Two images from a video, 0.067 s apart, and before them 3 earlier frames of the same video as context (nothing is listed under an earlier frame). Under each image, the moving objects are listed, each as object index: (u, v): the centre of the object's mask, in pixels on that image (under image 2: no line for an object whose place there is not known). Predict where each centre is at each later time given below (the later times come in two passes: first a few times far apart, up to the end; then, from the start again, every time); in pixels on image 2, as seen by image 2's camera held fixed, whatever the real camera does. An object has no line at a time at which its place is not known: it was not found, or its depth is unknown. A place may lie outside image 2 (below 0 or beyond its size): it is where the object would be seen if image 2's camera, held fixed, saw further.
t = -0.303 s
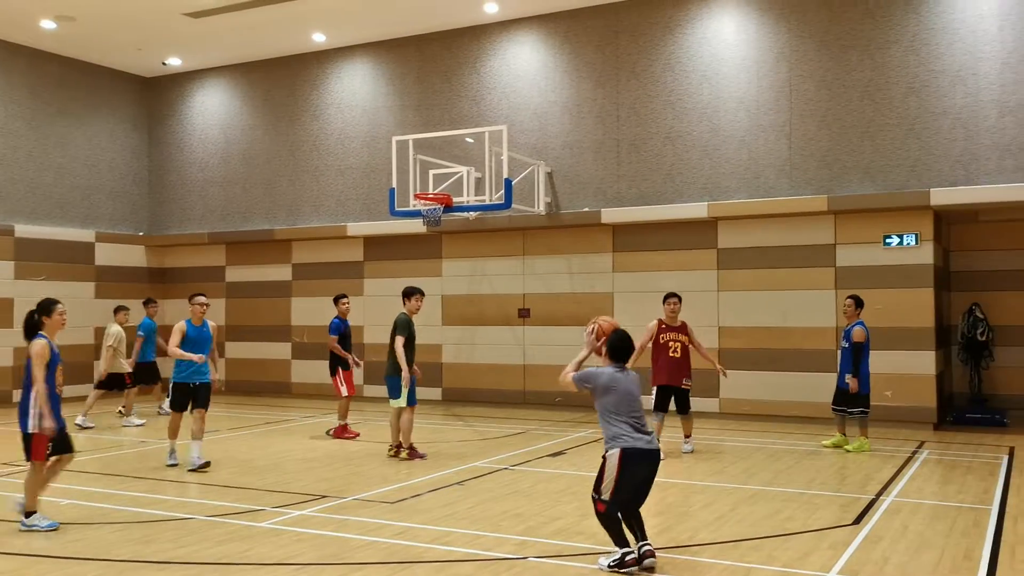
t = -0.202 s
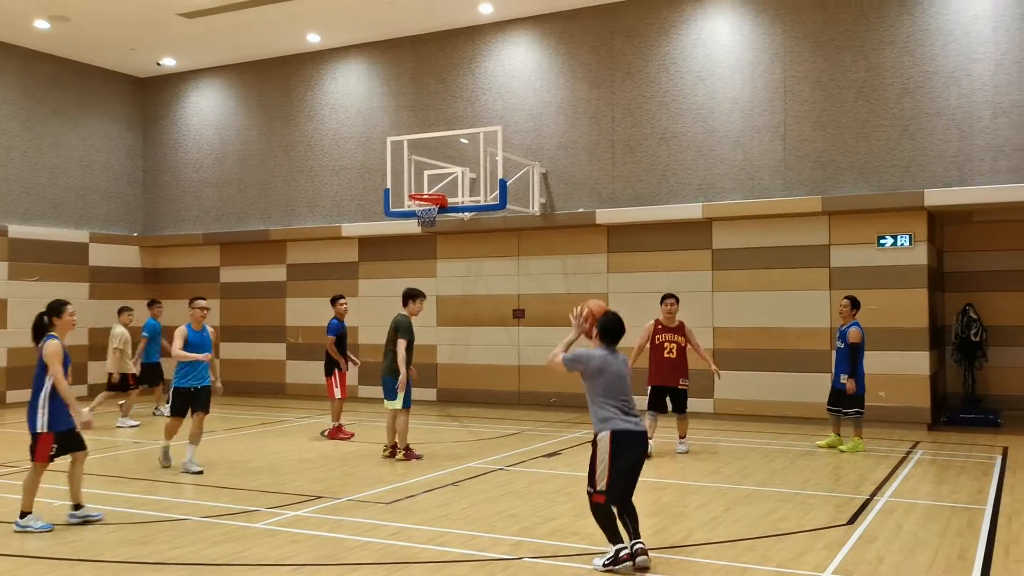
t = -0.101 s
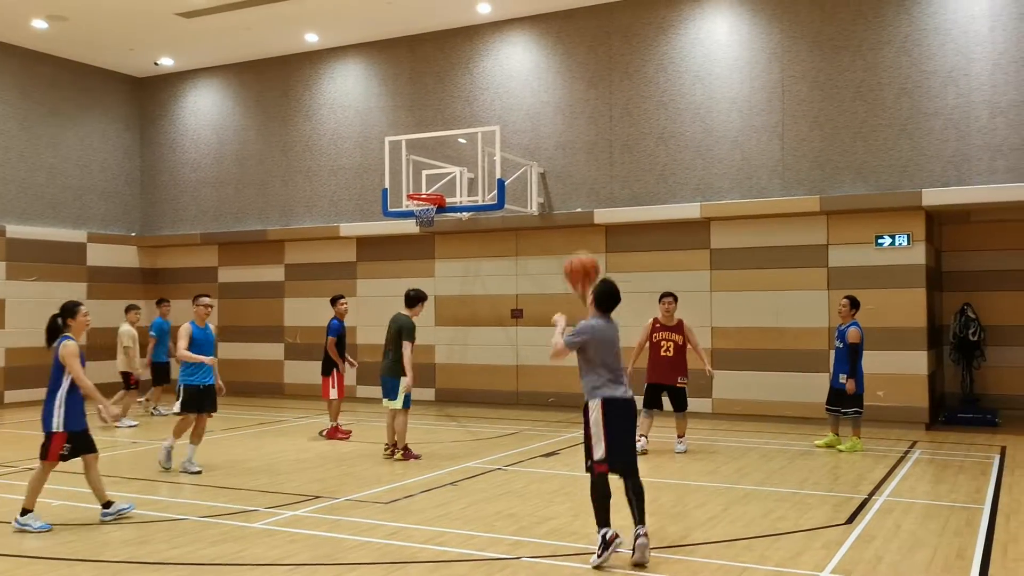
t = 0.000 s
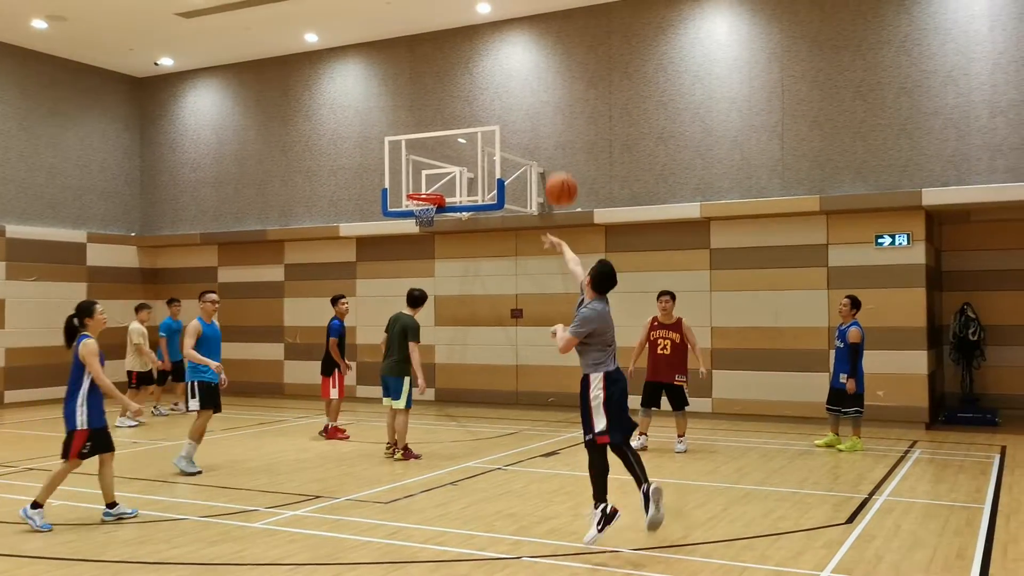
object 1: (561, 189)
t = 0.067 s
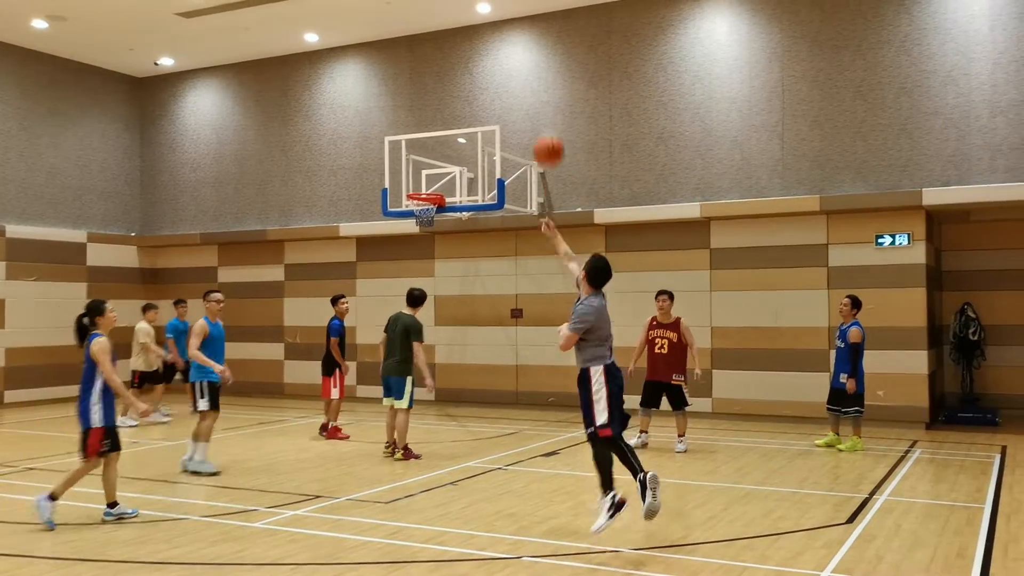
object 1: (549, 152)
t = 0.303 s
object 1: (511, 69)
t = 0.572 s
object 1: (480, 62)
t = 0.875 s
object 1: (456, 124)
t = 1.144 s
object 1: (457, 169)
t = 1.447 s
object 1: (462, 134)
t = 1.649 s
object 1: (463, 149)
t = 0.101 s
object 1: (542, 133)
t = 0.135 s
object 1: (537, 118)
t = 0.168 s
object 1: (532, 105)
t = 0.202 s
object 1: (526, 94)
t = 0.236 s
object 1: (521, 84)
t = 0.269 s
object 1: (516, 76)
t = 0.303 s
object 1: (511, 69)
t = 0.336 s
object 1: (507, 64)
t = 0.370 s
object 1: (503, 60)
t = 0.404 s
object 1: (498, 57)
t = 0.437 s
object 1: (495, 56)
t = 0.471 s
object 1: (491, 56)
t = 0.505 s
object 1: (487, 57)
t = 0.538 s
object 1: (484, 59)
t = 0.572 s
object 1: (480, 62)
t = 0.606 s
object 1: (477, 66)
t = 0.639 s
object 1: (474, 70)
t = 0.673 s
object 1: (471, 76)
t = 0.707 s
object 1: (468, 83)
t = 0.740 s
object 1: (466, 90)
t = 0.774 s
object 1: (463, 98)
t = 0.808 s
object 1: (460, 106)
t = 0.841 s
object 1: (458, 116)
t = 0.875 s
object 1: (456, 124)
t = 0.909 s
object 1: (453, 136)
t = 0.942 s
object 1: (451, 147)
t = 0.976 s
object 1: (449, 157)
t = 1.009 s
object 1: (447, 168)
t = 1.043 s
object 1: (445, 182)
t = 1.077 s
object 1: (446, 184)
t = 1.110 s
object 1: (451, 176)
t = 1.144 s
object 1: (457, 169)
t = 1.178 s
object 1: (460, 162)
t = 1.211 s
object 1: (460, 155)
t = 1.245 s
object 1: (461, 151)
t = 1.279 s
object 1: (461, 146)
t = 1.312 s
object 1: (461, 142)
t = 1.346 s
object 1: (462, 139)
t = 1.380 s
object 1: (462, 137)
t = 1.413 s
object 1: (462, 135)
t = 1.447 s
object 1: (462, 134)
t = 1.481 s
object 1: (462, 135)
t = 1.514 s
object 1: (463, 136)
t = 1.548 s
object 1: (463, 138)
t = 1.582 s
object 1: (463, 141)
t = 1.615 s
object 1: (463, 144)
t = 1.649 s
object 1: (463, 149)
